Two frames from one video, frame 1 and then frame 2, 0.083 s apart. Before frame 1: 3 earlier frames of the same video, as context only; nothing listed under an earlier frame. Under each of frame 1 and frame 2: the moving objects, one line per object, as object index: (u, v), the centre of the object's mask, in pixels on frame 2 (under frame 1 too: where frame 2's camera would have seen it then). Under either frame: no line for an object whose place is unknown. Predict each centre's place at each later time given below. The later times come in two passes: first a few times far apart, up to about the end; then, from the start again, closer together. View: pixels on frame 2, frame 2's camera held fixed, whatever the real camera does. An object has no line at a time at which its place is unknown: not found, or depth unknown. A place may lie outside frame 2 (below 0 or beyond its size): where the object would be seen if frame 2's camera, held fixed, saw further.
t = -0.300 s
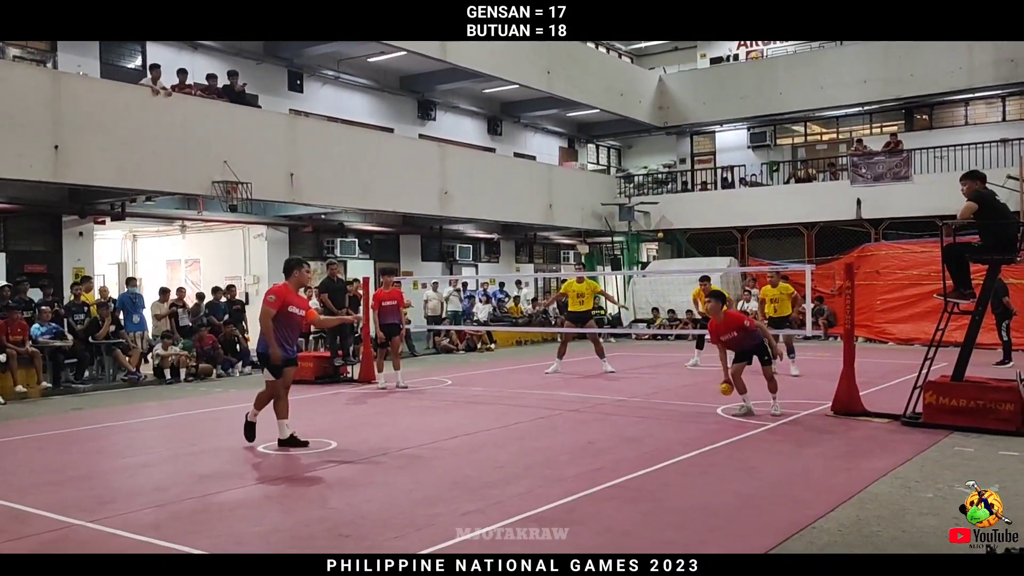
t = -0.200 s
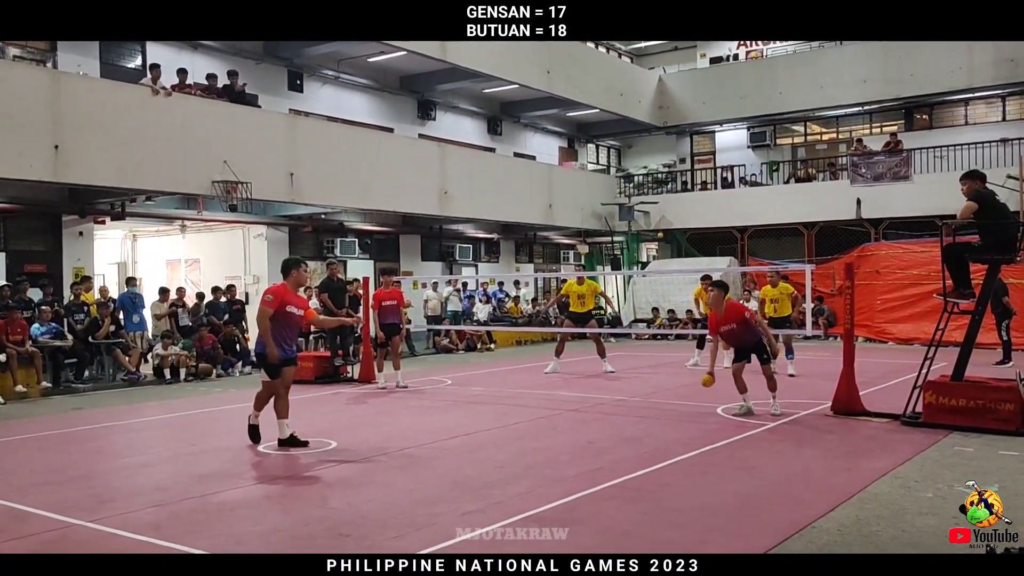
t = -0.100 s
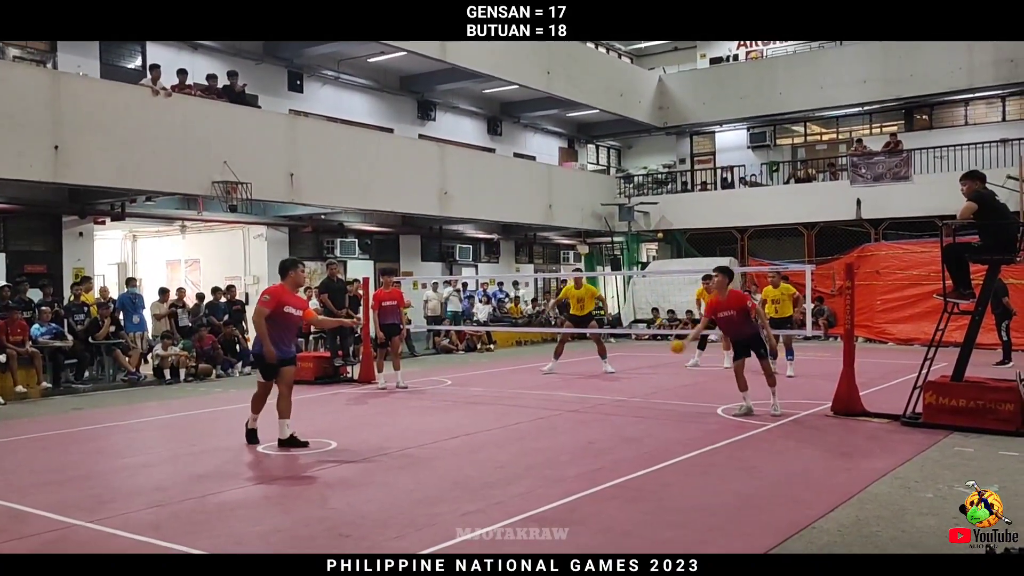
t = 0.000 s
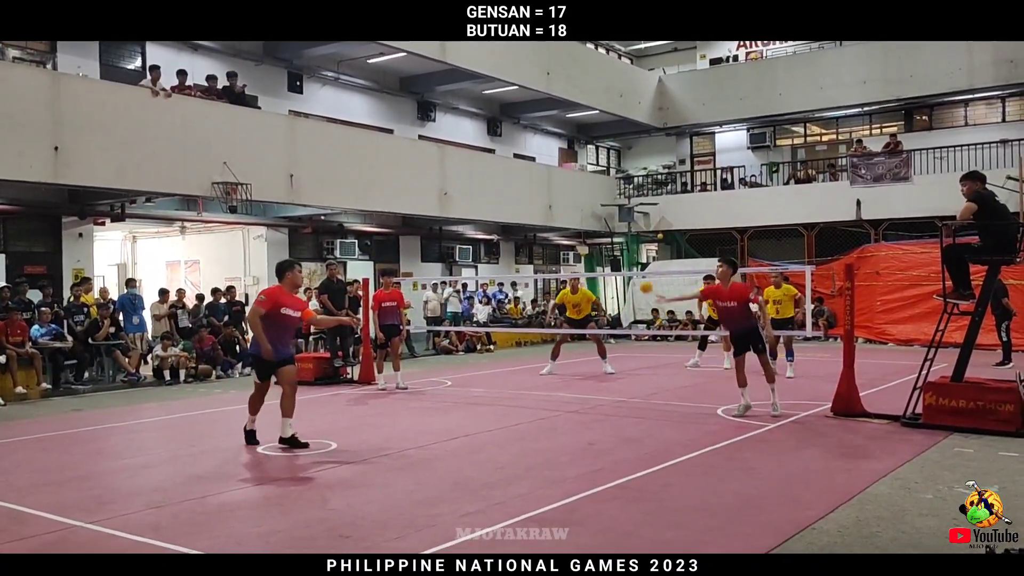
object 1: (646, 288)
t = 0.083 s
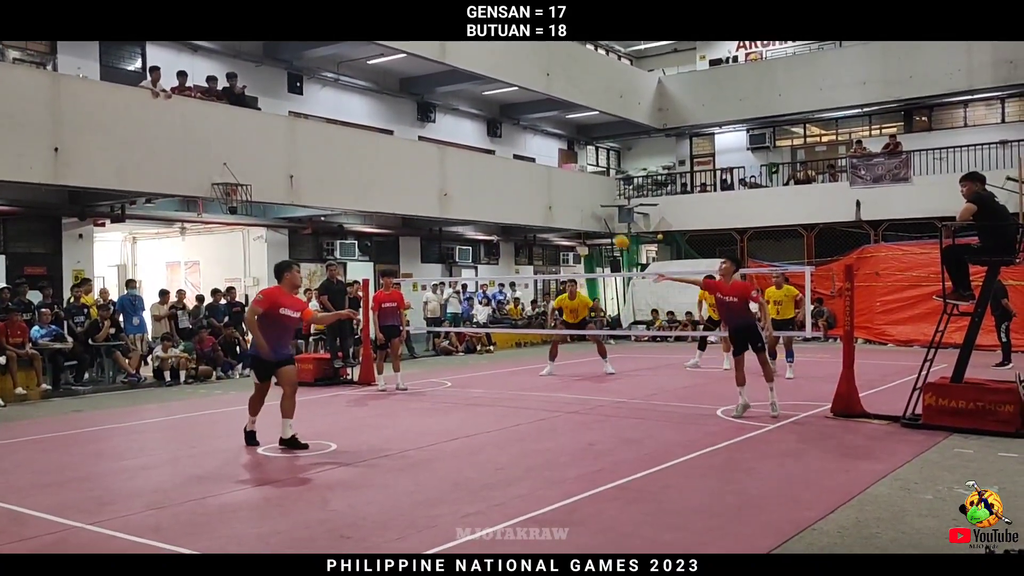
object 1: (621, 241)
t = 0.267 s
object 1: (568, 163)
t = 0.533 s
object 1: (488, 106)
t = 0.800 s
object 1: (405, 122)
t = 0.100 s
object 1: (616, 233)
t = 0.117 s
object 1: (611, 225)
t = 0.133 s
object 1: (607, 218)
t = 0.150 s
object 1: (602, 211)
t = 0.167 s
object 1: (598, 203)
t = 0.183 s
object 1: (593, 196)
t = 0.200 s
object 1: (588, 189)
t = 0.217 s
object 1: (583, 183)
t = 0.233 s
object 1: (578, 176)
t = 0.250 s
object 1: (573, 169)
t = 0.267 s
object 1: (568, 163)
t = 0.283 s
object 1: (564, 158)
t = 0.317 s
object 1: (553, 148)
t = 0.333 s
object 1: (549, 142)
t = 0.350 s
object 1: (544, 138)
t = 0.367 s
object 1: (539, 133)
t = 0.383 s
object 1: (533, 130)
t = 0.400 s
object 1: (528, 126)
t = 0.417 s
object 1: (524, 123)
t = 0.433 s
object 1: (518, 119)
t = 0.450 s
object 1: (513, 117)
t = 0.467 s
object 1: (508, 114)
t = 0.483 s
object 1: (503, 112)
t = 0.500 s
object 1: (498, 109)
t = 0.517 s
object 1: (493, 108)
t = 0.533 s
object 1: (488, 106)
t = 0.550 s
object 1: (483, 105)
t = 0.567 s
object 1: (478, 104)
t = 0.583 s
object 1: (473, 103)
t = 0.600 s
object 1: (468, 103)
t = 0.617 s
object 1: (463, 103)
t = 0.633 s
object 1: (458, 103)
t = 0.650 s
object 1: (452, 104)
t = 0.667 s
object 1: (448, 104)
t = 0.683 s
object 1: (442, 105)
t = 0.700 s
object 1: (437, 107)
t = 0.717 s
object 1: (431, 109)
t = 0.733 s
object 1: (426, 112)
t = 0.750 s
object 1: (421, 114)
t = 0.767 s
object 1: (417, 115)
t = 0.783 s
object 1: (411, 119)
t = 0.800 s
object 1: (405, 122)
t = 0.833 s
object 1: (395, 130)
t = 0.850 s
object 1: (389, 135)
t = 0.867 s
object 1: (384, 139)
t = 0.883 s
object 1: (379, 144)
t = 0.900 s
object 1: (373, 149)
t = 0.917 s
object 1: (368, 155)
